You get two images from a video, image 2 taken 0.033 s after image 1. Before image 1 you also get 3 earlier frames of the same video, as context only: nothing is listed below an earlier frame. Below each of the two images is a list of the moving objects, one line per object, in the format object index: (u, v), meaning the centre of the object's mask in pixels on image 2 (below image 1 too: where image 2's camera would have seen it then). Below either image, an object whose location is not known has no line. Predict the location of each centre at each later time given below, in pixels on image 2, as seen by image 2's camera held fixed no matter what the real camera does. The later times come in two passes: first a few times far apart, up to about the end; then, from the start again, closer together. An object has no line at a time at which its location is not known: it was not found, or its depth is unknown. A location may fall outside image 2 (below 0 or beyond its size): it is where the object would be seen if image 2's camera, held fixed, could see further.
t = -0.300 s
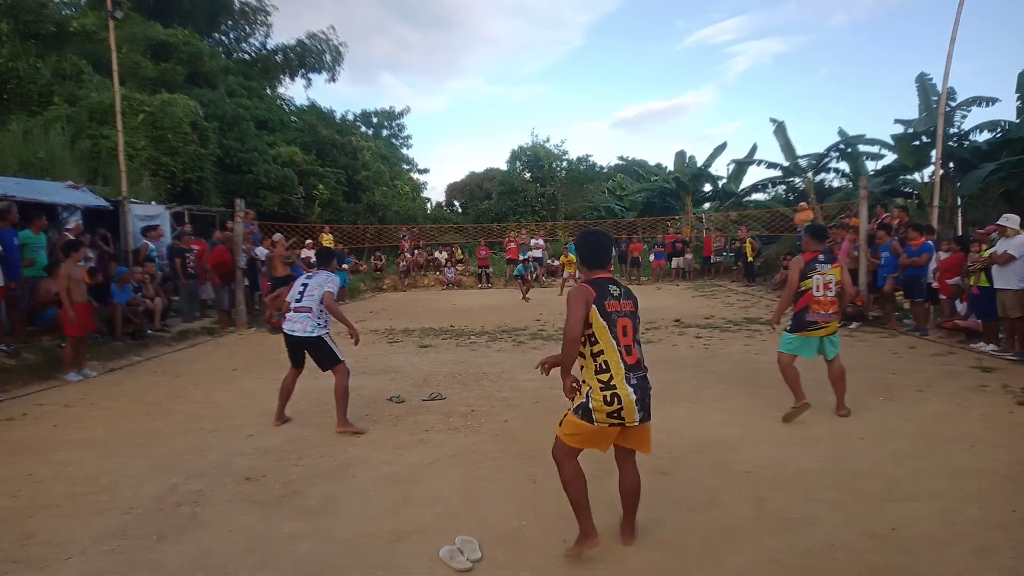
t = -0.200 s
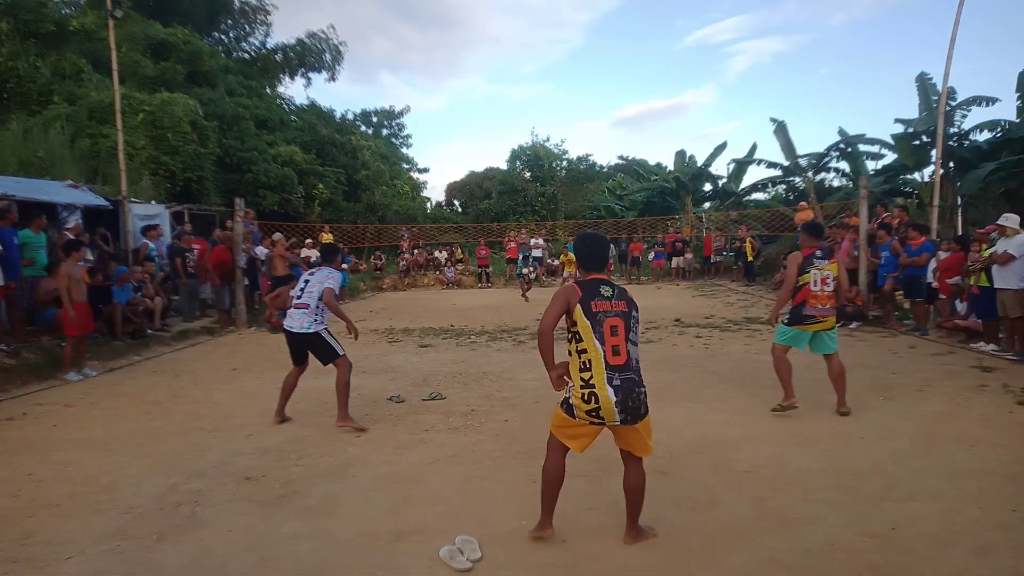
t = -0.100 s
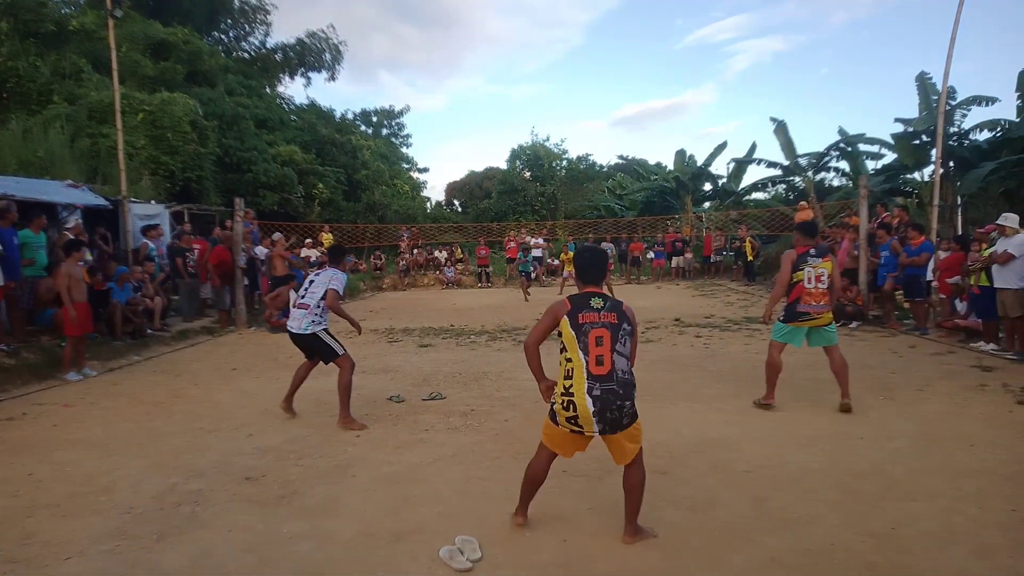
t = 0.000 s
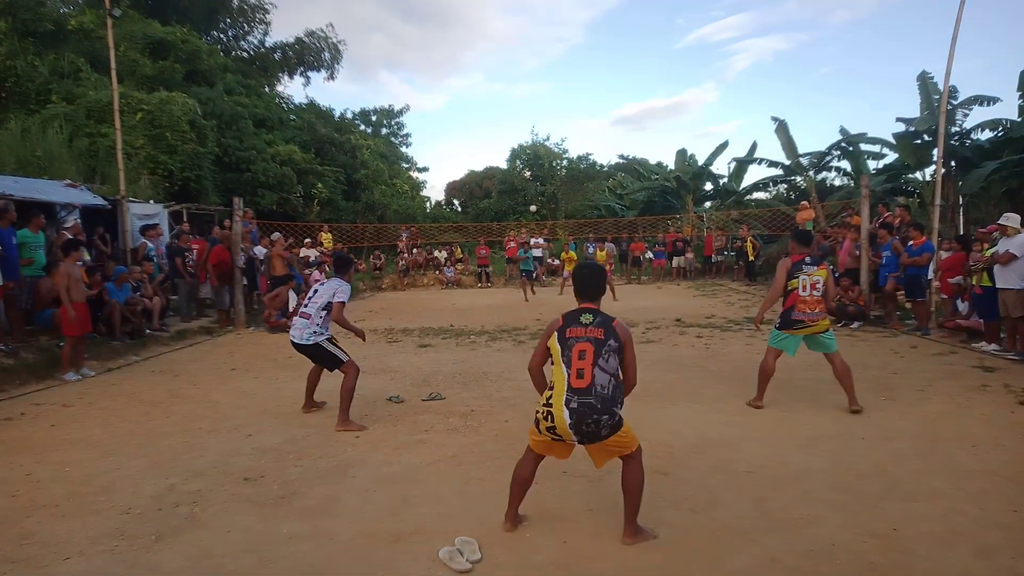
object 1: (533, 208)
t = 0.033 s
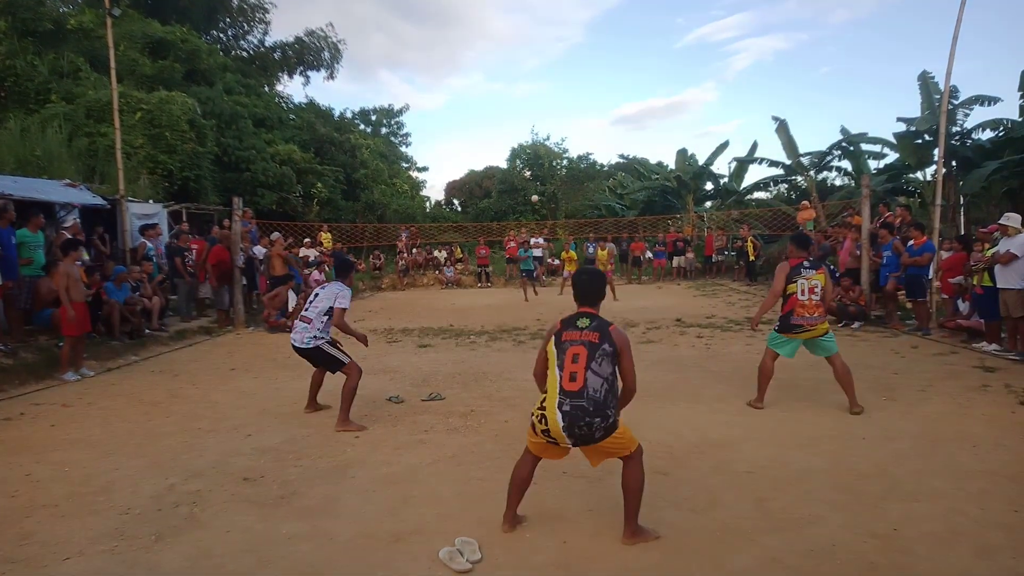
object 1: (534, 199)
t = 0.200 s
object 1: (545, 152)
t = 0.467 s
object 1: (567, 91)
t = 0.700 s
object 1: (594, 55)
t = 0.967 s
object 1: (635, 50)
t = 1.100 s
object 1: (661, 68)
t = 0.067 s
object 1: (536, 189)
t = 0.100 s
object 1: (538, 179)
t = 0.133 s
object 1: (540, 170)
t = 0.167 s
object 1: (543, 161)
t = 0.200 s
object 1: (545, 152)
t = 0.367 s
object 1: (558, 112)
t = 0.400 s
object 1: (561, 104)
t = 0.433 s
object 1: (564, 97)
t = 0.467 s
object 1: (567, 91)
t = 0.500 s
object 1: (570, 84)
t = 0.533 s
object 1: (574, 78)
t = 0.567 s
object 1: (577, 73)
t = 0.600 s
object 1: (581, 68)
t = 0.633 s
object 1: (585, 63)
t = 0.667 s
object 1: (589, 59)
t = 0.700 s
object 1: (594, 55)
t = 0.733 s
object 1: (599, 52)
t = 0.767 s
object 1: (603, 50)
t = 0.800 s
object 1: (608, 48)
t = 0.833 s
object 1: (613, 47)
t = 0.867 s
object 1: (618, 46)
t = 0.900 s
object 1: (624, 47)
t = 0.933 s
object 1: (629, 48)
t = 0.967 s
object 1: (635, 50)
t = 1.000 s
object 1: (641, 53)
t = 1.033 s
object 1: (647, 57)
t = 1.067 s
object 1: (654, 62)
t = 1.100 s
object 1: (661, 68)
